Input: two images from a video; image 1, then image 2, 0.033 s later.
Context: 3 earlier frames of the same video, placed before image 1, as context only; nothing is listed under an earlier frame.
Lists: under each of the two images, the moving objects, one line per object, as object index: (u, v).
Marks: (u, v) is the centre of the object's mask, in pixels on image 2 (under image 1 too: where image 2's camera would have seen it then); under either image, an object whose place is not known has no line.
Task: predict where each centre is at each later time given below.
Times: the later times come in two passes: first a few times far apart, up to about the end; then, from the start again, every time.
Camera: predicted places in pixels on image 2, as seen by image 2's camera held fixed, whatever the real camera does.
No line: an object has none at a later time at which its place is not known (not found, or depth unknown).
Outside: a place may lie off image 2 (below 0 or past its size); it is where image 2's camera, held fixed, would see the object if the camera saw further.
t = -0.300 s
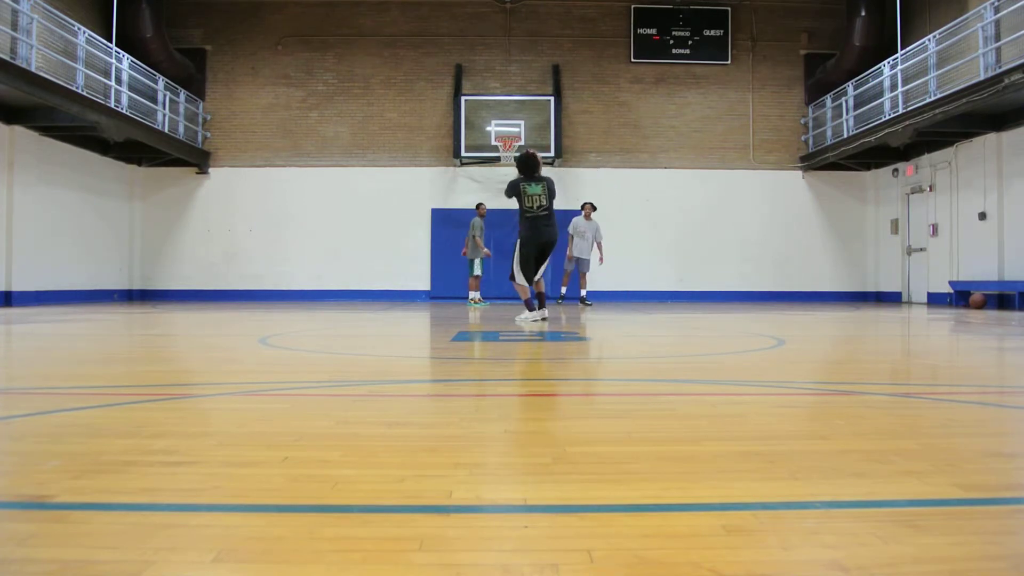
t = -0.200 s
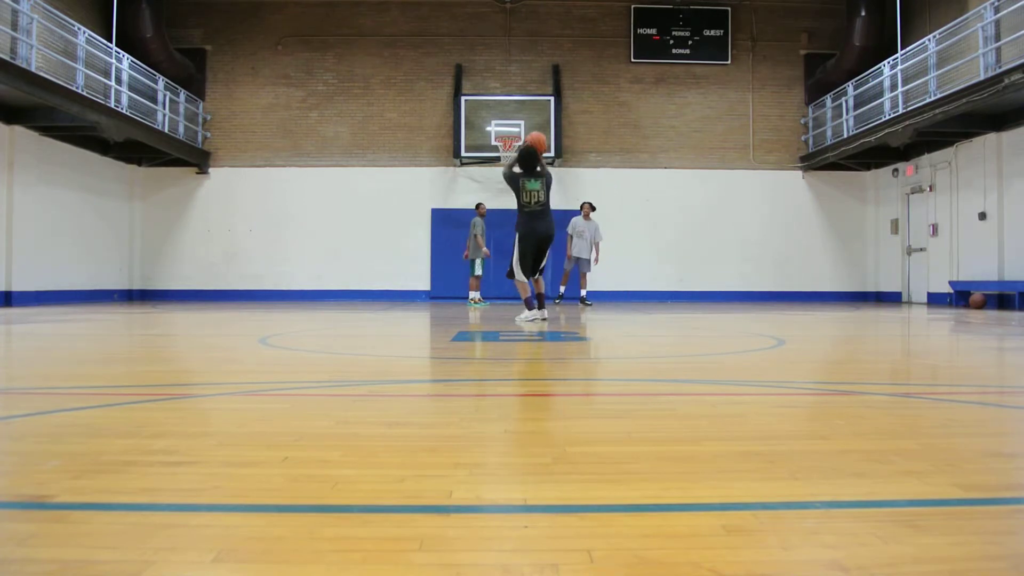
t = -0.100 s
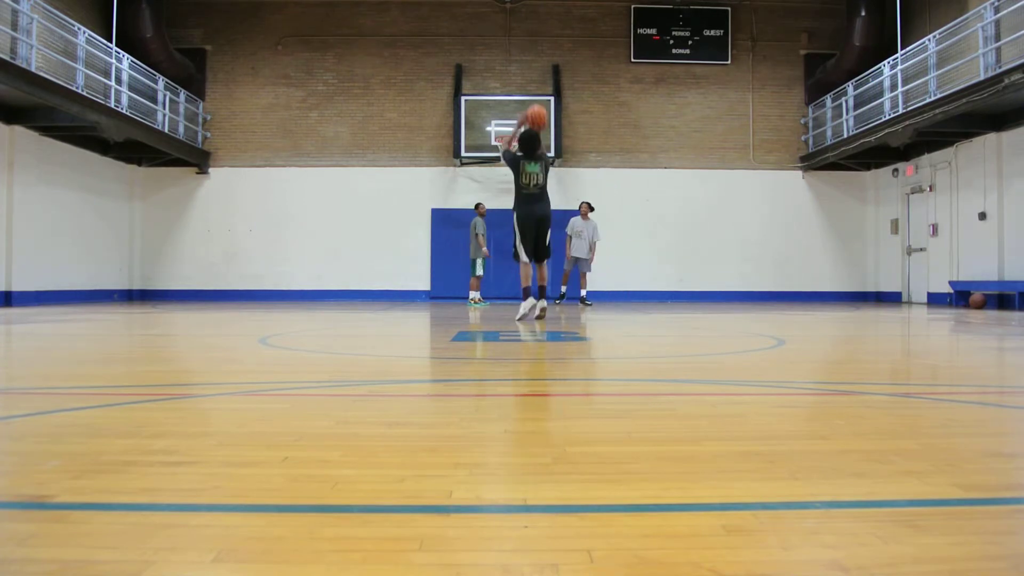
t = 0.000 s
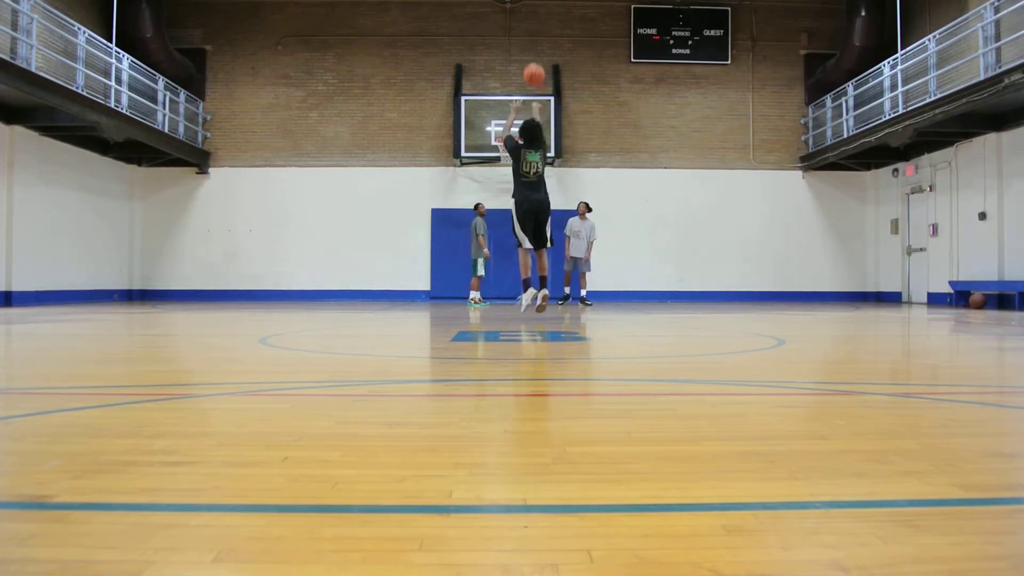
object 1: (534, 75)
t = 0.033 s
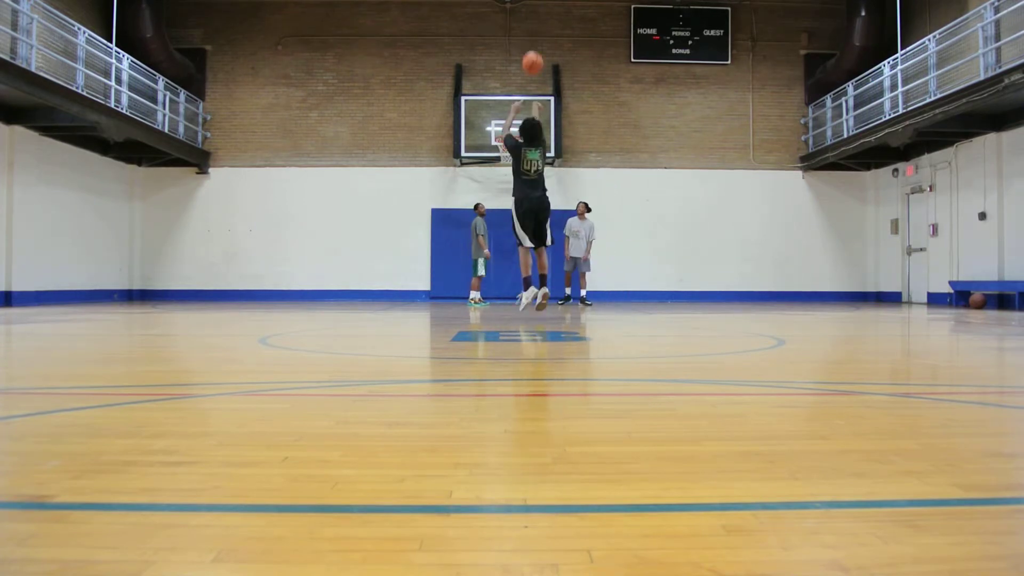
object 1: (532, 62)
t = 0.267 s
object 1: (524, 13)
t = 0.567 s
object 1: (515, 14)
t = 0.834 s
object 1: (510, 56)
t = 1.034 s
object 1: (506, 109)
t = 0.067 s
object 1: (531, 52)
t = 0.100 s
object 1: (530, 43)
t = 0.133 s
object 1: (528, 35)
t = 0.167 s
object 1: (527, 28)
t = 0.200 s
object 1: (526, 22)
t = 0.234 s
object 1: (525, 17)
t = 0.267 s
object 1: (524, 13)
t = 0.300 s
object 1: (523, 10)
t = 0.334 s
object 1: (522, 9)
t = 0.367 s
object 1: (521, 8)
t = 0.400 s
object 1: (520, 7)
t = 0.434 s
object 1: (519, 7)
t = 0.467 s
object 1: (518, 8)
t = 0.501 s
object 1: (517, 9)
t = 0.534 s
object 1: (516, 11)
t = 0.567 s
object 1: (515, 14)
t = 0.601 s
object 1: (515, 18)
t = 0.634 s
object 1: (514, 21)
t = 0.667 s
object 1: (513, 26)
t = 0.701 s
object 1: (513, 31)
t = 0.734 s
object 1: (512, 37)
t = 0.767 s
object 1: (512, 43)
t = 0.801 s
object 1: (511, 49)
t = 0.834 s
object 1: (510, 56)
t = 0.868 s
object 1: (510, 64)
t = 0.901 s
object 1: (509, 72)
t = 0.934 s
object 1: (508, 81)
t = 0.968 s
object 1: (508, 89)
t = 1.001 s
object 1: (507, 99)
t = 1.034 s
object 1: (506, 109)
